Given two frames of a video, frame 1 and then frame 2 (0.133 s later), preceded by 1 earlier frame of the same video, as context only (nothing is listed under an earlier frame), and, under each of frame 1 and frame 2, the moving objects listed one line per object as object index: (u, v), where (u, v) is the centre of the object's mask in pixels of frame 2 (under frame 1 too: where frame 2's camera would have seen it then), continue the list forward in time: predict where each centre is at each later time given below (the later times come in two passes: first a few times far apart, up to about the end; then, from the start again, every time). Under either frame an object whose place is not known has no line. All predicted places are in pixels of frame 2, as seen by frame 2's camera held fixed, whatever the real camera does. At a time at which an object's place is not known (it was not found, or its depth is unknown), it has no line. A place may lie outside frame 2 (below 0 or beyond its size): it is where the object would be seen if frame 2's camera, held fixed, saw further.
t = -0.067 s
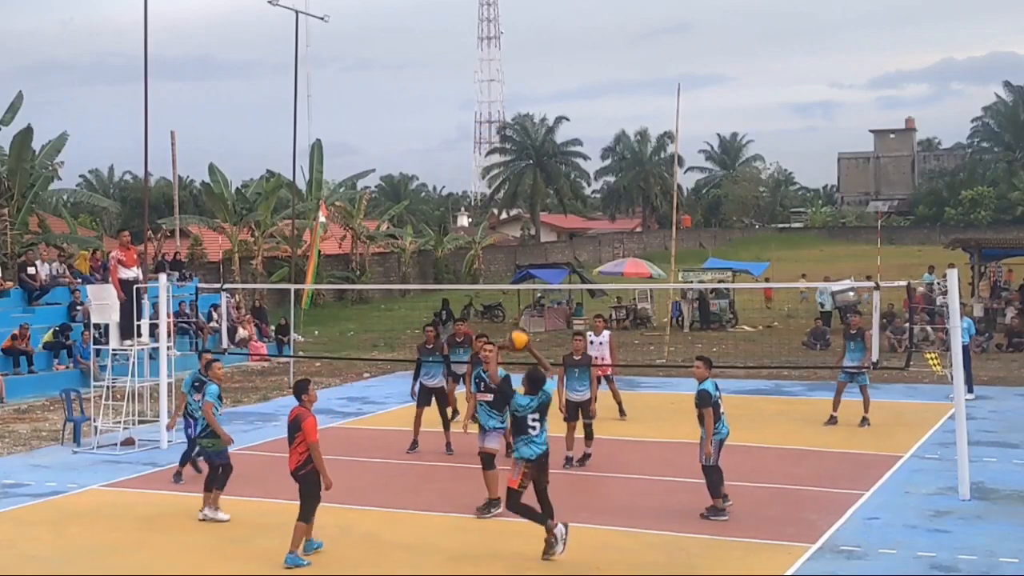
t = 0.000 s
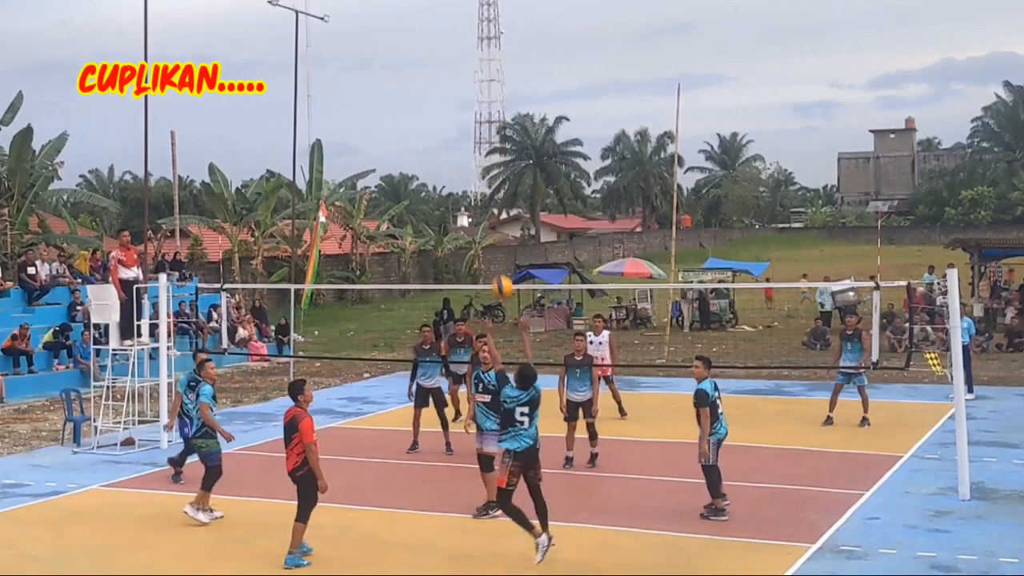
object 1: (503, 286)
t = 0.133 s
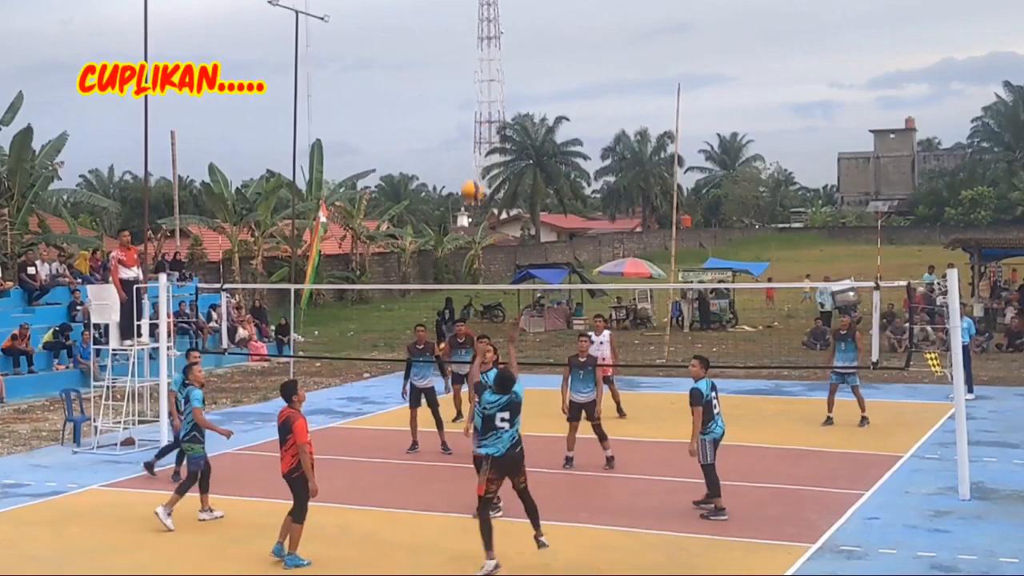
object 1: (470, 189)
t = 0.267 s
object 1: (446, 120)
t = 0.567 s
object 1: (394, 49)
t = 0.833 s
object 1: (356, 59)
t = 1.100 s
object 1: (325, 123)
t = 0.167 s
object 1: (464, 169)
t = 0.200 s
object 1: (458, 151)
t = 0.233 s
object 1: (452, 134)
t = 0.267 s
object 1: (446, 120)
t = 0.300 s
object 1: (440, 108)
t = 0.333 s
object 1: (433, 96)
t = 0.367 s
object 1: (427, 86)
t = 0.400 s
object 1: (422, 77)
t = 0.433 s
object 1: (416, 69)
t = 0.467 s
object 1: (410, 62)
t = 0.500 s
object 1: (405, 57)
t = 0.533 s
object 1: (399, 52)
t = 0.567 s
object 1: (394, 49)
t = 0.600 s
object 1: (389, 45)
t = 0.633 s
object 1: (384, 45)
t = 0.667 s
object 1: (379, 45)
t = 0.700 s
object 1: (375, 45)
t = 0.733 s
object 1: (370, 47)
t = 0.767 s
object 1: (365, 50)
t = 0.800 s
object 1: (360, 54)
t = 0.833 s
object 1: (356, 59)
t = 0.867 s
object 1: (352, 64)
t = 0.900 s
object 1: (348, 70)
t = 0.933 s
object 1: (344, 78)
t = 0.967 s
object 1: (340, 84)
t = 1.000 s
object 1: (336, 93)
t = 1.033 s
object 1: (332, 102)
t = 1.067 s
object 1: (329, 112)
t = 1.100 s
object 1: (325, 123)
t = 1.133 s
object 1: (321, 134)
